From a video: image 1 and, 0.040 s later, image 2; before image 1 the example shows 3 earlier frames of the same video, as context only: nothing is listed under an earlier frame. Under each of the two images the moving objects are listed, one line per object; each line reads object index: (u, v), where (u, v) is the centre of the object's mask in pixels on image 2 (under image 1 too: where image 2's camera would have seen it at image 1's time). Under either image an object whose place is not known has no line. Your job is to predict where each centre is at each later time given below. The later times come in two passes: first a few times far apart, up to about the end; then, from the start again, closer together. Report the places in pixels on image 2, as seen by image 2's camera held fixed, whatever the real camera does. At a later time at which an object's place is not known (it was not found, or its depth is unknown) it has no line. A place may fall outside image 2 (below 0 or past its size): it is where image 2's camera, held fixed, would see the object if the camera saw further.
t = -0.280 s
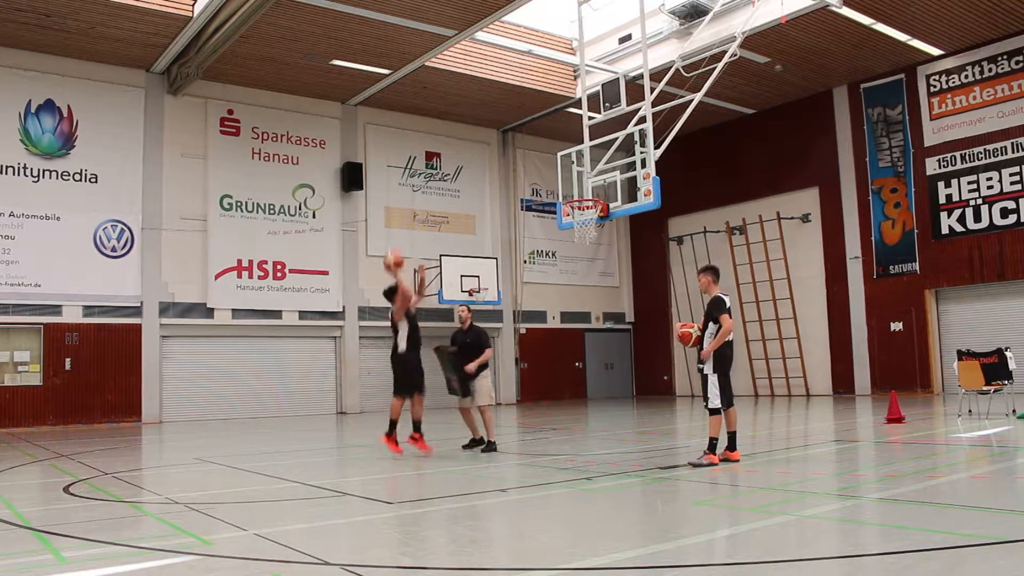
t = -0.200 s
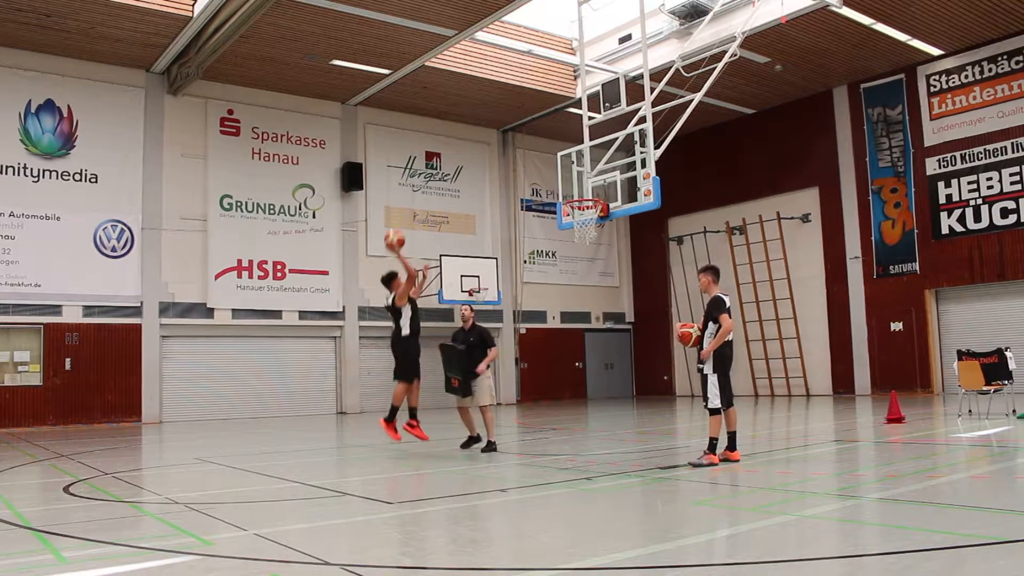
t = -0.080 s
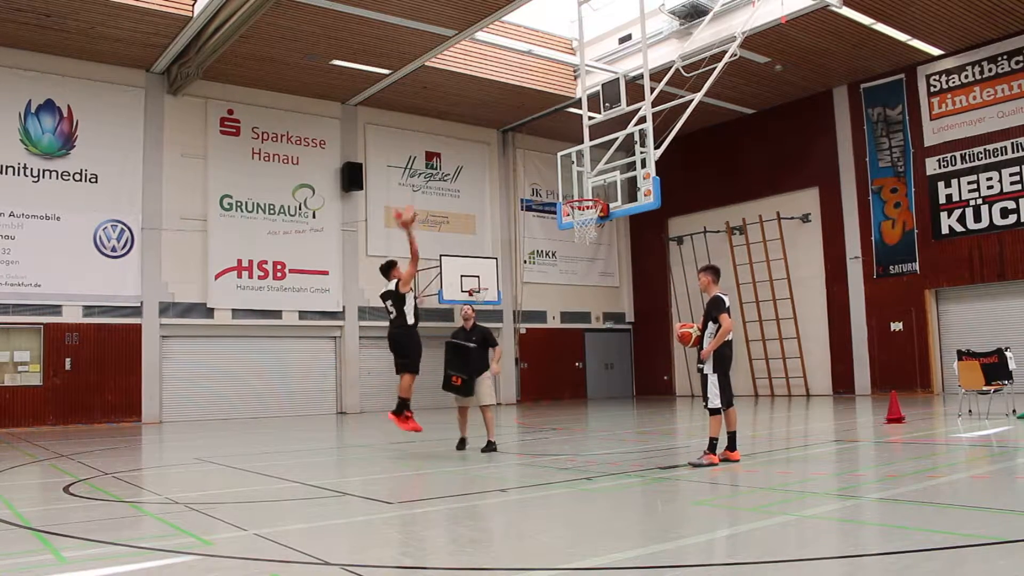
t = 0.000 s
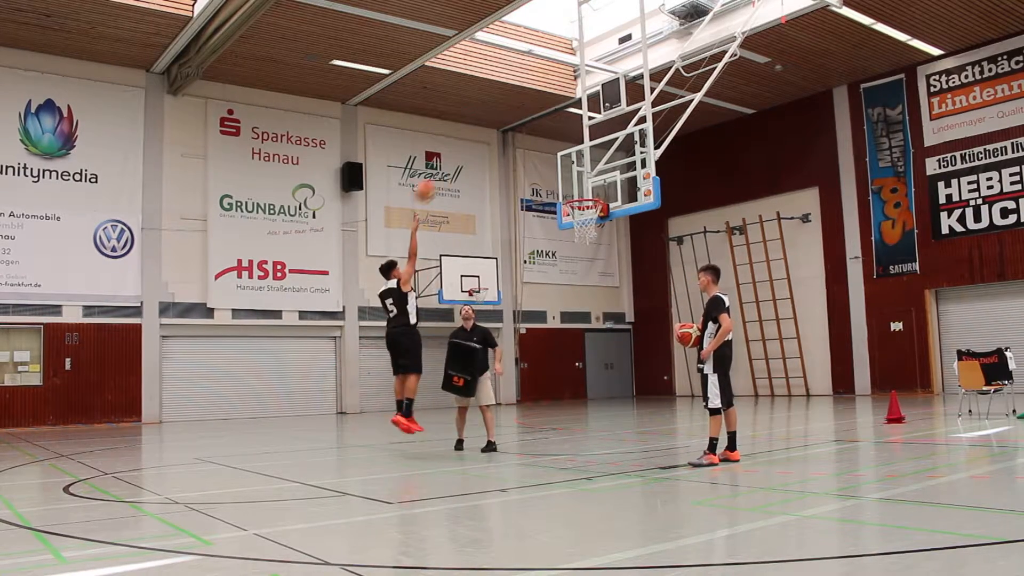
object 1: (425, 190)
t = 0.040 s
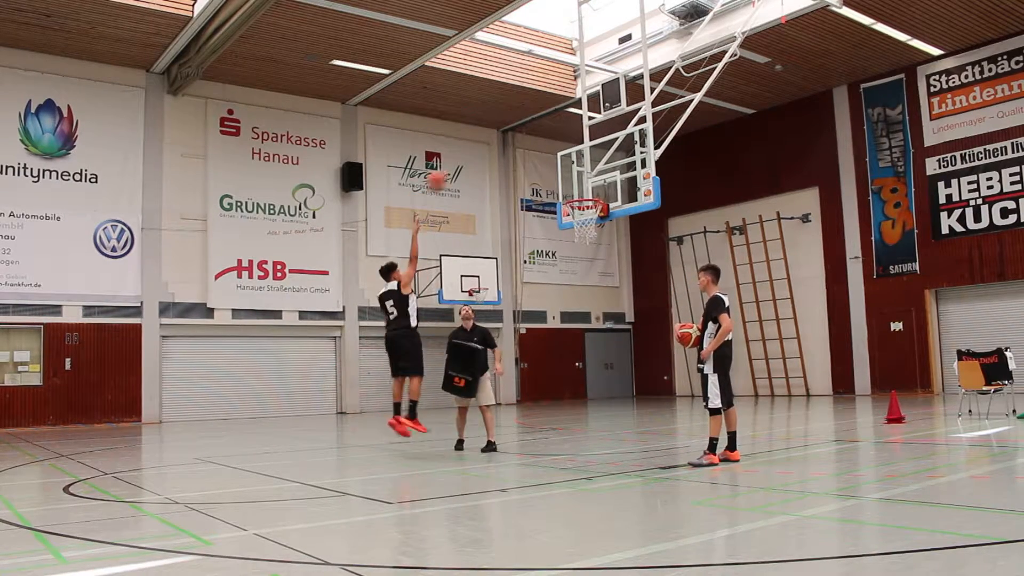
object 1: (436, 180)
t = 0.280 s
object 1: (501, 149)
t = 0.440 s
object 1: (542, 154)
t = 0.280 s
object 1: (501, 149)
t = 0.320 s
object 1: (512, 149)
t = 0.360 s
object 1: (522, 149)
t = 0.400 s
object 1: (531, 150)
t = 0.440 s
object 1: (542, 154)
